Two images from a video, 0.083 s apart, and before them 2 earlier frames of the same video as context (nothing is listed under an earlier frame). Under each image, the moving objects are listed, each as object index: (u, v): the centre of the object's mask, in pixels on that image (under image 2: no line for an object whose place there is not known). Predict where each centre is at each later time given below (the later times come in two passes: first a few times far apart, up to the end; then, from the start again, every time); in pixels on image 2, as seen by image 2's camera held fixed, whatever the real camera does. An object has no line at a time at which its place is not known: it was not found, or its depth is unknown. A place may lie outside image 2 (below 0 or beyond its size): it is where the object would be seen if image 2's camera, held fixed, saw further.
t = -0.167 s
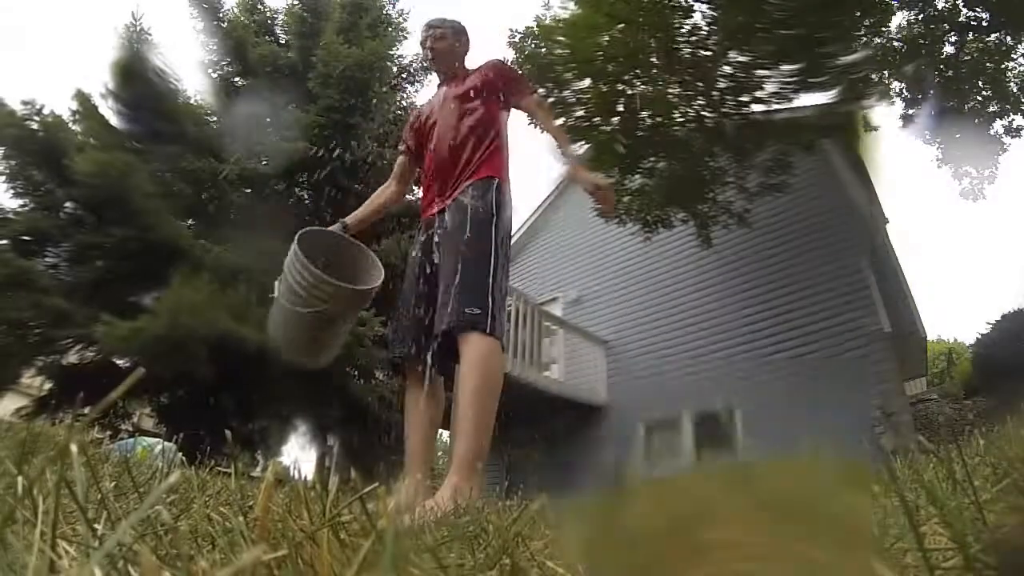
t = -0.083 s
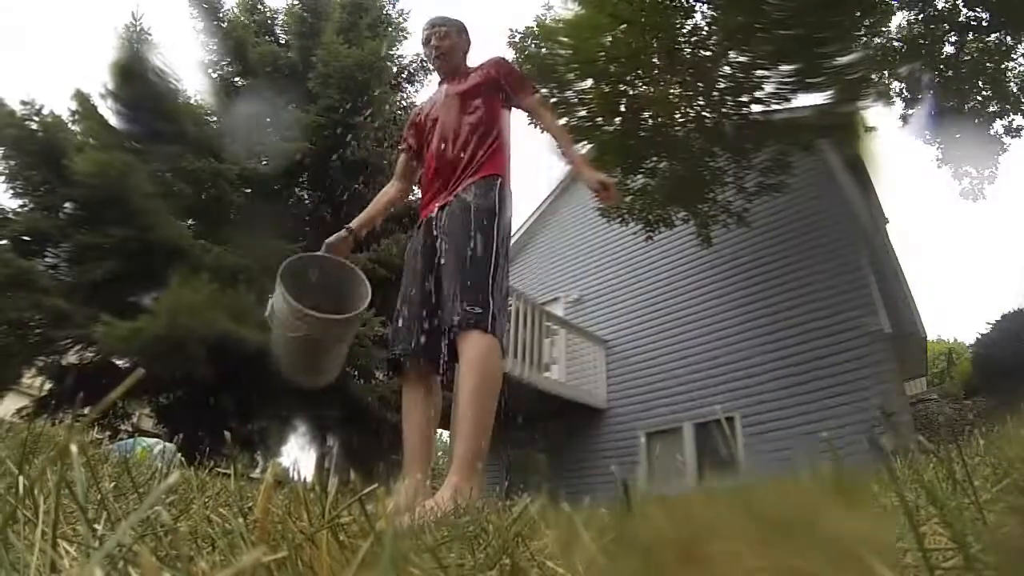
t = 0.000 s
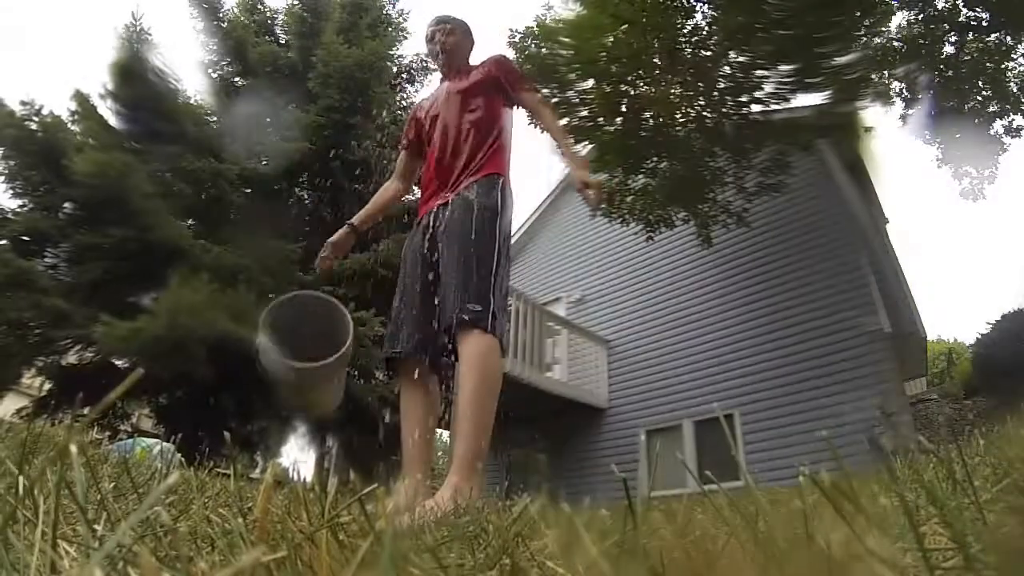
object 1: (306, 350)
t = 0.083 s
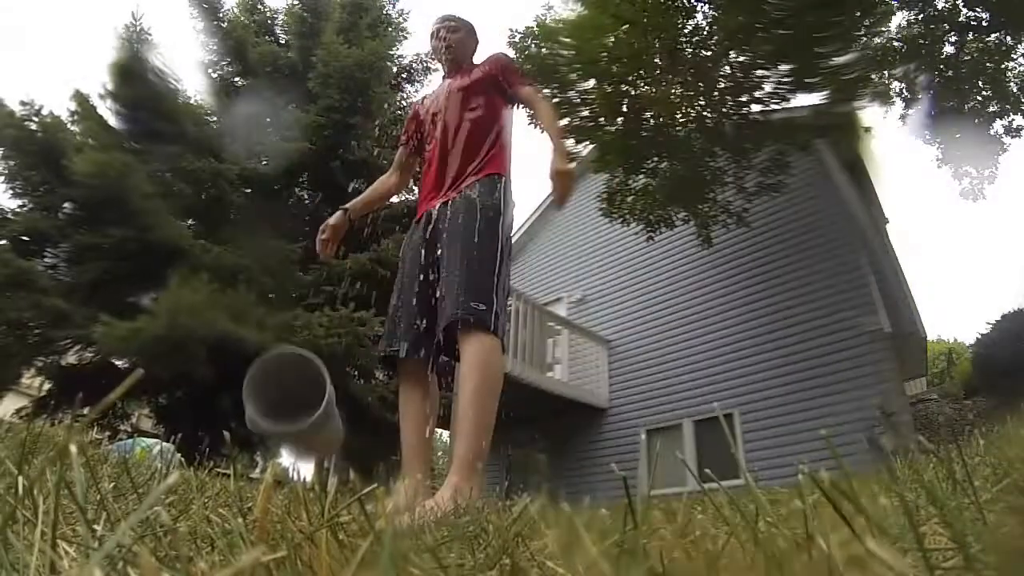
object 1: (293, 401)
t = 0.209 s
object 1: (277, 441)
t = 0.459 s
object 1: (252, 438)
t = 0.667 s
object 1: (249, 439)
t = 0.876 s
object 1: (249, 440)
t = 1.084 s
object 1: (249, 440)
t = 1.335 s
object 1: (249, 440)
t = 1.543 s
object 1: (248, 439)
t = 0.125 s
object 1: (287, 433)
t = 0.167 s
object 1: (283, 446)
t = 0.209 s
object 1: (277, 441)
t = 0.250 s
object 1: (274, 436)
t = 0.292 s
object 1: (270, 436)
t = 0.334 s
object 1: (266, 437)
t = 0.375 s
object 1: (259, 438)
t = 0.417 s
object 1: (256, 440)
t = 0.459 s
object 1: (252, 438)
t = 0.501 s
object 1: (249, 438)
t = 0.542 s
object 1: (249, 438)
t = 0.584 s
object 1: (248, 439)
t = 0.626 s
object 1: (247, 439)
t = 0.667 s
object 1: (249, 439)
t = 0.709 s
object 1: (248, 440)
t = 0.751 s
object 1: (249, 440)
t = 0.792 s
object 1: (249, 440)
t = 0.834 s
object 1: (249, 440)
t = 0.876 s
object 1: (249, 440)
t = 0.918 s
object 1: (249, 440)
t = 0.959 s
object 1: (249, 440)
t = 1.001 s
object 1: (249, 440)
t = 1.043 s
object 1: (249, 440)
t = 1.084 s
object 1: (249, 440)
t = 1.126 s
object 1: (249, 440)
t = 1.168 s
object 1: (249, 440)
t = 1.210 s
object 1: (249, 440)
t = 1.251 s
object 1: (249, 440)
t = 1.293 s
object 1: (249, 439)
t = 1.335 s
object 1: (249, 440)
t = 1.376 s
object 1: (249, 440)
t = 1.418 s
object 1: (249, 439)
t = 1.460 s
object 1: (249, 440)
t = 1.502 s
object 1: (248, 440)
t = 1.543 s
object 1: (248, 439)
